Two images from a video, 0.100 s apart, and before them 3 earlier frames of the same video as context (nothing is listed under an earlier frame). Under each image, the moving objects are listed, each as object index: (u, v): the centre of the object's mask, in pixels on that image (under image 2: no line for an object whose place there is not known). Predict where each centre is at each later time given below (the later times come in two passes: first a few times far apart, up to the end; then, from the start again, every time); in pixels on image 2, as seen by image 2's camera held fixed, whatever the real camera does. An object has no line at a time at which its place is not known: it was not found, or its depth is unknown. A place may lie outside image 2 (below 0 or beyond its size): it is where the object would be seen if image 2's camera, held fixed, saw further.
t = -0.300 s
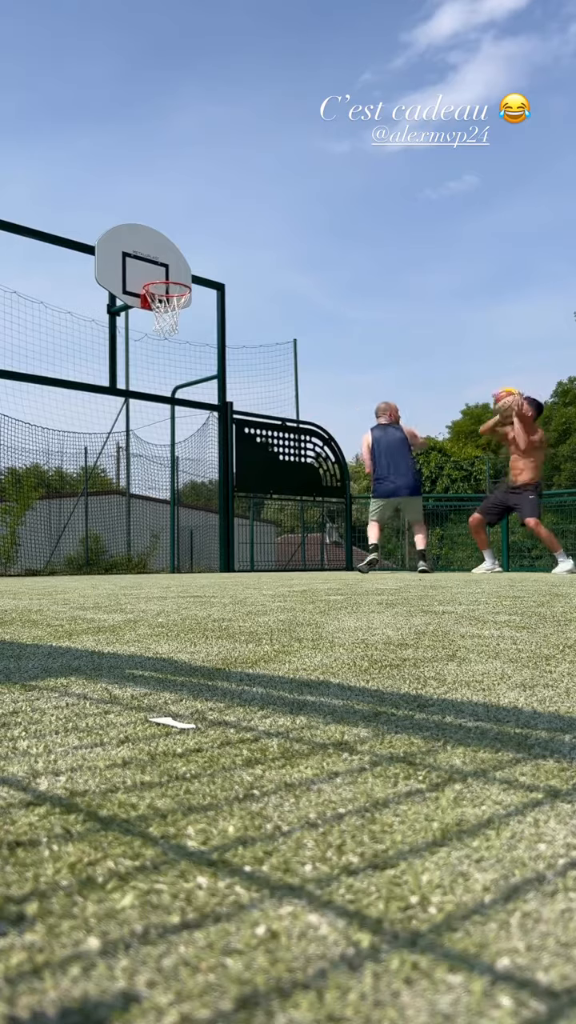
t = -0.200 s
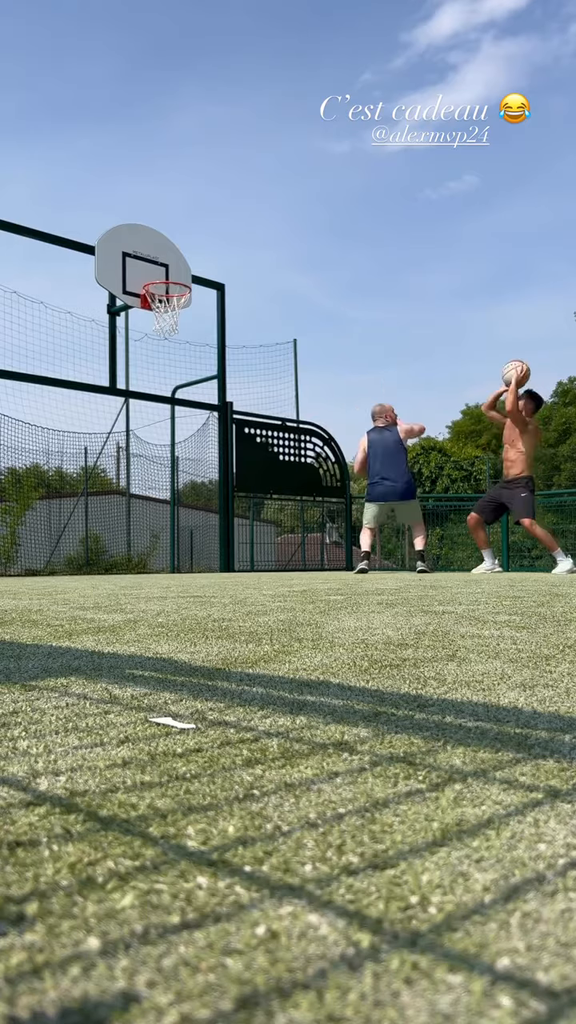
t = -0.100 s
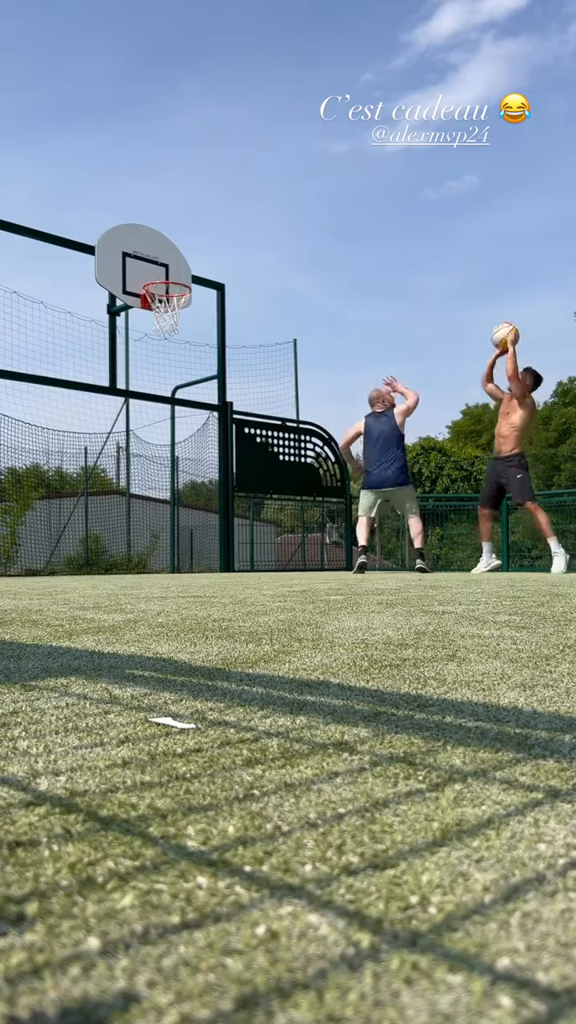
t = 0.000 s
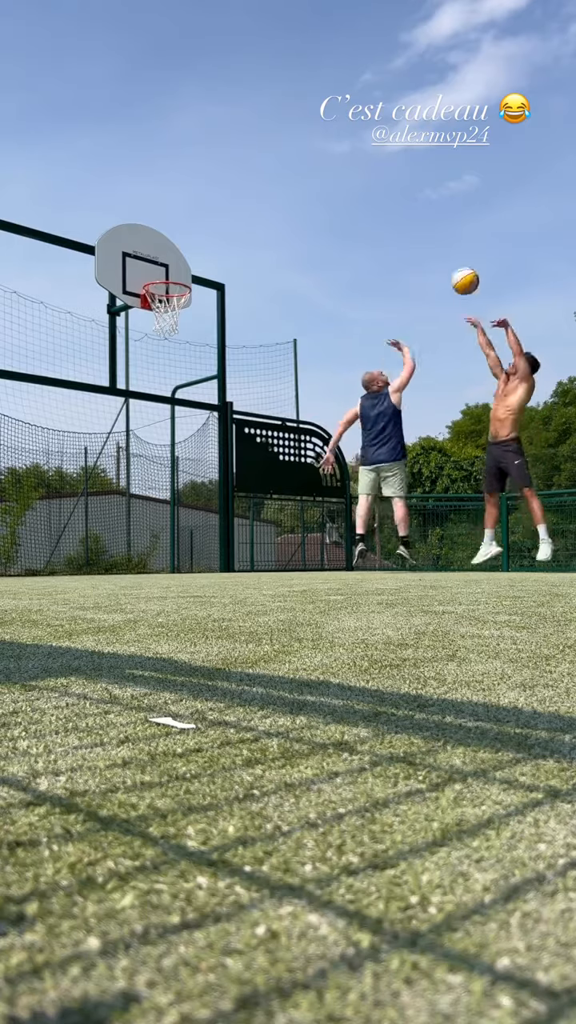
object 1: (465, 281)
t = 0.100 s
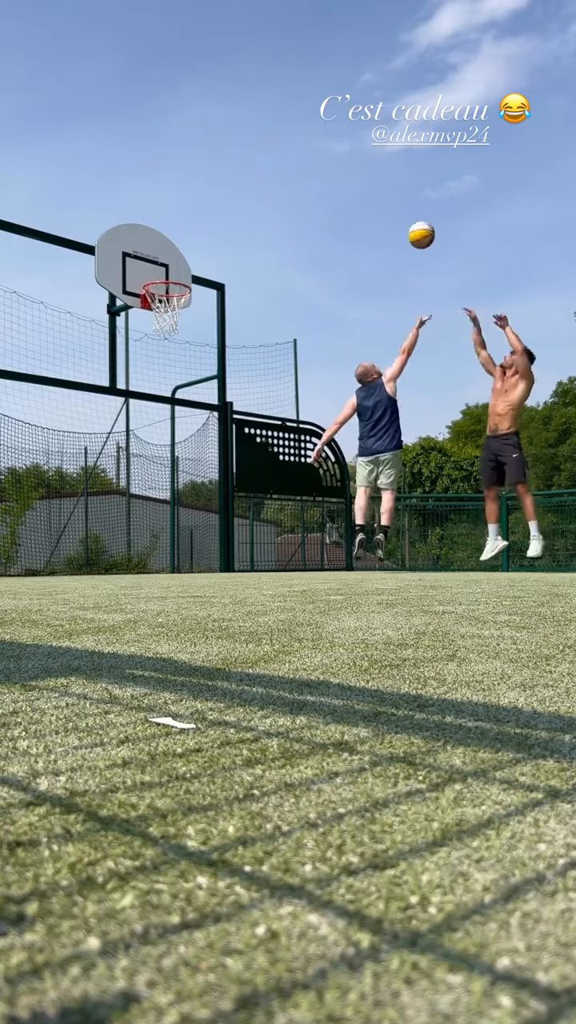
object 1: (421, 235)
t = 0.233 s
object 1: (366, 192)
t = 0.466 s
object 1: (278, 166)
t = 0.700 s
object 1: (197, 193)
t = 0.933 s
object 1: (138, 257)
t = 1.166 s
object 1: (137, 270)
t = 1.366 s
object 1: (128, 306)
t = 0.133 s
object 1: (407, 222)
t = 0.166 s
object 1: (393, 211)
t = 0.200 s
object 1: (380, 201)
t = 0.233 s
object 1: (366, 192)
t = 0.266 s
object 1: (353, 185)
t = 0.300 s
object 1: (340, 179)
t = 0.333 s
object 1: (327, 173)
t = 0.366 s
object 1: (315, 170)
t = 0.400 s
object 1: (302, 167)
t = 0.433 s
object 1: (290, 166)
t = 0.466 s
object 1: (278, 166)
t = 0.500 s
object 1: (266, 167)
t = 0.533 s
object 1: (254, 168)
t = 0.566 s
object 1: (242, 171)
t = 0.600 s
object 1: (230, 175)
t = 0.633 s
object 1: (219, 180)
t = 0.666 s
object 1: (208, 186)
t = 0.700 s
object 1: (197, 193)
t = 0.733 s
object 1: (186, 201)
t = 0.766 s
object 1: (175, 210)
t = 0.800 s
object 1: (165, 220)
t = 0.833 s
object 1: (154, 230)
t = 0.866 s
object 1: (144, 242)
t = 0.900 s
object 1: (136, 252)
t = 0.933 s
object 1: (138, 257)
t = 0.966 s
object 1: (140, 263)
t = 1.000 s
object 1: (143, 270)
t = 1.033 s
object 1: (143, 270)
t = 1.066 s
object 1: (141, 269)
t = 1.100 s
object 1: (140, 268)
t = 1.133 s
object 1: (139, 268)
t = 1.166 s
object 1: (137, 270)
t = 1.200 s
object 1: (136, 273)
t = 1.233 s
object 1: (134, 276)
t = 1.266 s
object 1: (133, 282)
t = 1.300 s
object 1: (131, 289)
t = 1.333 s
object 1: (130, 297)
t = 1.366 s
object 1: (128, 306)
